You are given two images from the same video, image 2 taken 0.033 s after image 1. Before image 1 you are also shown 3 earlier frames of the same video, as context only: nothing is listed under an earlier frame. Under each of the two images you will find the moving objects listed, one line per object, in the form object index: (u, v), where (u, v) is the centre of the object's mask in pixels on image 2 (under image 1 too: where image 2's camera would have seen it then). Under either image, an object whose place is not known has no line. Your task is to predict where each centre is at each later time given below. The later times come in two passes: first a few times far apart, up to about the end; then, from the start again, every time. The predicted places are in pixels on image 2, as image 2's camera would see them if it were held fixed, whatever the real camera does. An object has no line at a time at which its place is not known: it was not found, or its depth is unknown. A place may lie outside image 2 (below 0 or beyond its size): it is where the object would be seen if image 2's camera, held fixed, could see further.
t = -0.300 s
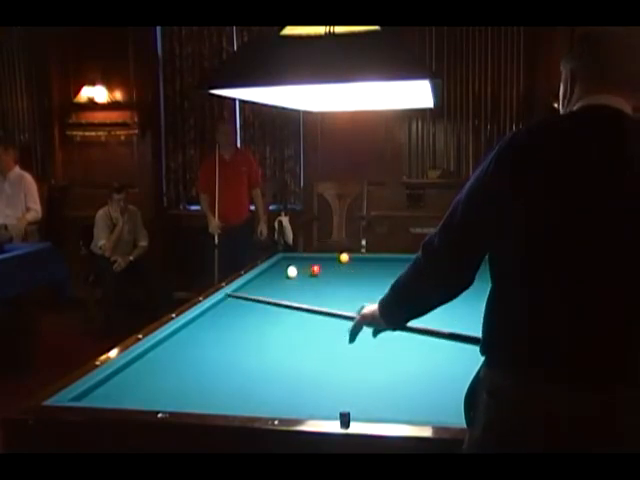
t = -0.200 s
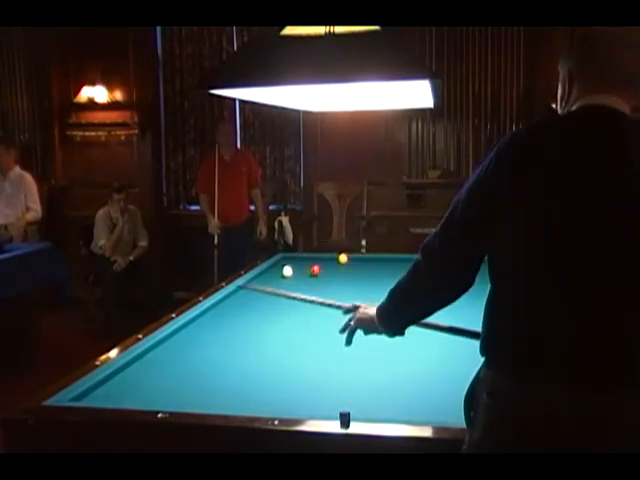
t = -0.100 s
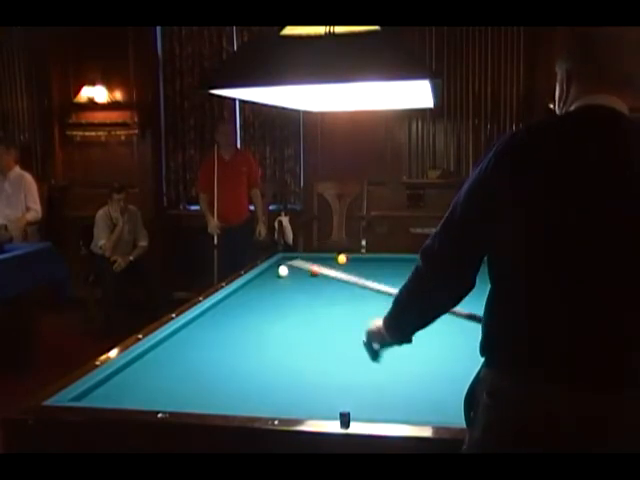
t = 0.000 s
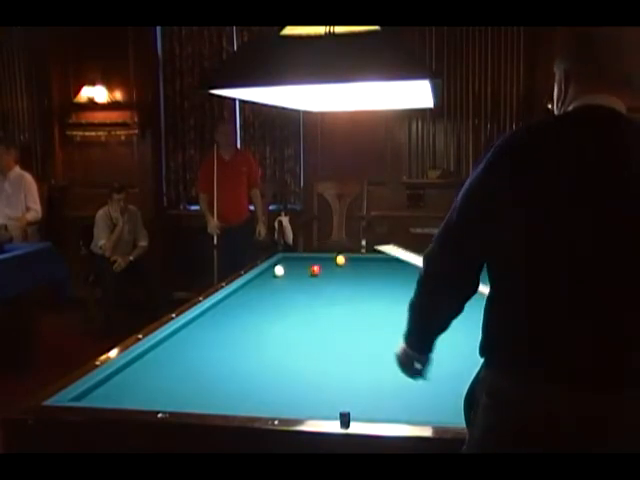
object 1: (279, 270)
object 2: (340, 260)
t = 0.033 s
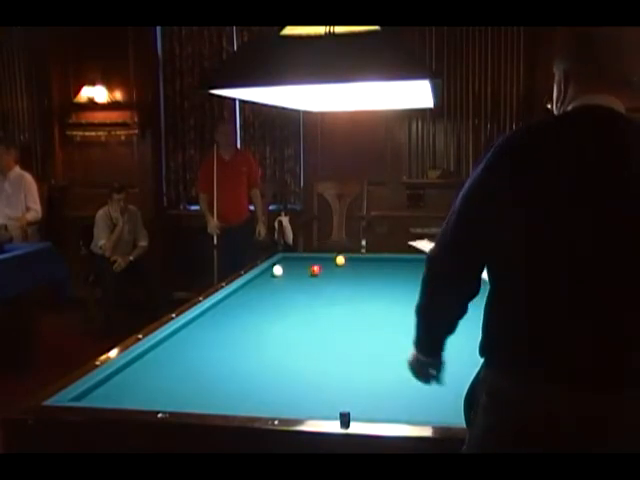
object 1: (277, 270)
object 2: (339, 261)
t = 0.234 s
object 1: (269, 269)
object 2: (337, 262)
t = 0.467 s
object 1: (272, 269)
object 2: (334, 264)
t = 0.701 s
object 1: (277, 269)
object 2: (332, 265)
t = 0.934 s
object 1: (281, 269)
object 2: (329, 267)
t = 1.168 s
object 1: (285, 269)
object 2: (327, 268)
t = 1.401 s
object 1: (289, 269)
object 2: (324, 271)
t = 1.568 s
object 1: (291, 269)
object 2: (323, 272)
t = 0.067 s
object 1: (276, 270)
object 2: (339, 261)
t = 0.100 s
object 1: (274, 270)
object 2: (339, 261)
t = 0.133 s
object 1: (273, 270)
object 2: (338, 261)
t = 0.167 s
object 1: (272, 270)
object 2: (338, 261)
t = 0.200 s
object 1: (270, 269)
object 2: (337, 262)
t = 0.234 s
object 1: (269, 269)
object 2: (337, 262)
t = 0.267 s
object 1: (268, 269)
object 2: (337, 262)
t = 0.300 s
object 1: (269, 269)
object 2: (336, 262)
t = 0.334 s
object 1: (270, 269)
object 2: (336, 263)
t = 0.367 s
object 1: (270, 269)
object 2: (335, 263)
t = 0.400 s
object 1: (271, 269)
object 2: (335, 263)
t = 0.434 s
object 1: (271, 269)
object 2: (335, 263)
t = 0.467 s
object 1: (272, 269)
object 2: (334, 264)
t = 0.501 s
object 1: (273, 269)
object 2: (334, 264)
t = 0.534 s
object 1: (274, 269)
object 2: (334, 264)
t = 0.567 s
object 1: (274, 269)
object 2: (333, 264)
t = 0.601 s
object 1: (275, 269)
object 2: (333, 265)
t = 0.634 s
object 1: (276, 269)
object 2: (333, 265)
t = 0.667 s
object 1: (276, 269)
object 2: (332, 265)
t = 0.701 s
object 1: (277, 269)
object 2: (332, 265)
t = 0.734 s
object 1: (278, 269)
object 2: (331, 265)
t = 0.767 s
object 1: (278, 269)
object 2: (331, 266)
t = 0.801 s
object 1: (279, 269)
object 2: (331, 266)
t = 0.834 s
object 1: (280, 269)
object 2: (330, 266)
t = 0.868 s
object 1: (280, 269)
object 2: (330, 266)
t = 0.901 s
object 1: (281, 269)
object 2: (330, 266)
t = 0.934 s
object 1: (281, 269)
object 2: (329, 267)
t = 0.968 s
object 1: (282, 269)
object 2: (329, 267)
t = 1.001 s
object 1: (282, 269)
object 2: (328, 267)
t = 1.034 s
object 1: (283, 269)
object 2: (328, 267)
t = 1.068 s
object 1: (284, 269)
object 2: (328, 268)
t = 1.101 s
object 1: (284, 269)
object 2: (327, 268)
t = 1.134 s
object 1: (284, 269)
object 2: (327, 268)
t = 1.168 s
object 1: (285, 269)
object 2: (327, 268)
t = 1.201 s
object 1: (286, 269)
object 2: (326, 269)
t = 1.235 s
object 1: (286, 269)
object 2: (326, 269)
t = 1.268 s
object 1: (287, 269)
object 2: (326, 269)
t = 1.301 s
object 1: (287, 269)
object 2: (325, 270)
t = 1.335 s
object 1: (288, 269)
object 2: (325, 270)
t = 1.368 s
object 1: (288, 269)
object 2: (325, 270)
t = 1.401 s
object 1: (289, 269)
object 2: (324, 271)
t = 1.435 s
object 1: (289, 270)
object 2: (324, 271)
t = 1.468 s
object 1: (289, 269)
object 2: (324, 271)
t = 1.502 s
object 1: (290, 269)
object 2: (324, 271)
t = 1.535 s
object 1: (290, 269)
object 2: (323, 271)
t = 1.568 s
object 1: (291, 269)
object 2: (323, 272)
